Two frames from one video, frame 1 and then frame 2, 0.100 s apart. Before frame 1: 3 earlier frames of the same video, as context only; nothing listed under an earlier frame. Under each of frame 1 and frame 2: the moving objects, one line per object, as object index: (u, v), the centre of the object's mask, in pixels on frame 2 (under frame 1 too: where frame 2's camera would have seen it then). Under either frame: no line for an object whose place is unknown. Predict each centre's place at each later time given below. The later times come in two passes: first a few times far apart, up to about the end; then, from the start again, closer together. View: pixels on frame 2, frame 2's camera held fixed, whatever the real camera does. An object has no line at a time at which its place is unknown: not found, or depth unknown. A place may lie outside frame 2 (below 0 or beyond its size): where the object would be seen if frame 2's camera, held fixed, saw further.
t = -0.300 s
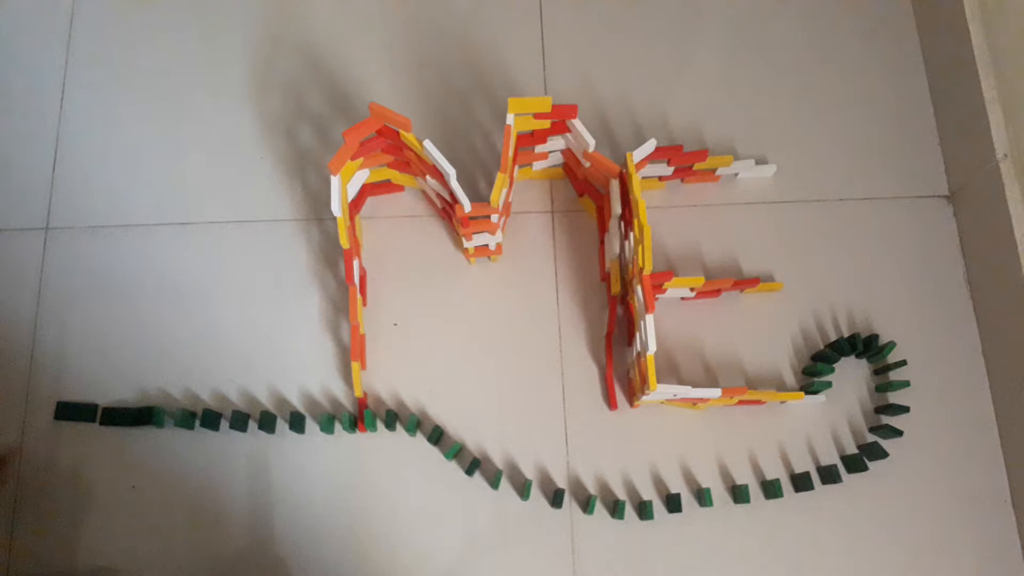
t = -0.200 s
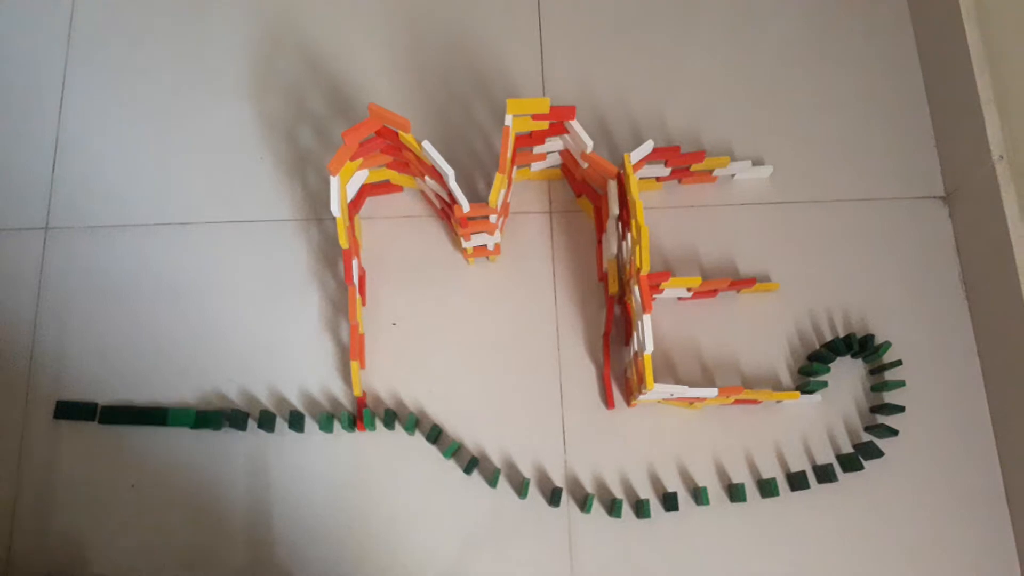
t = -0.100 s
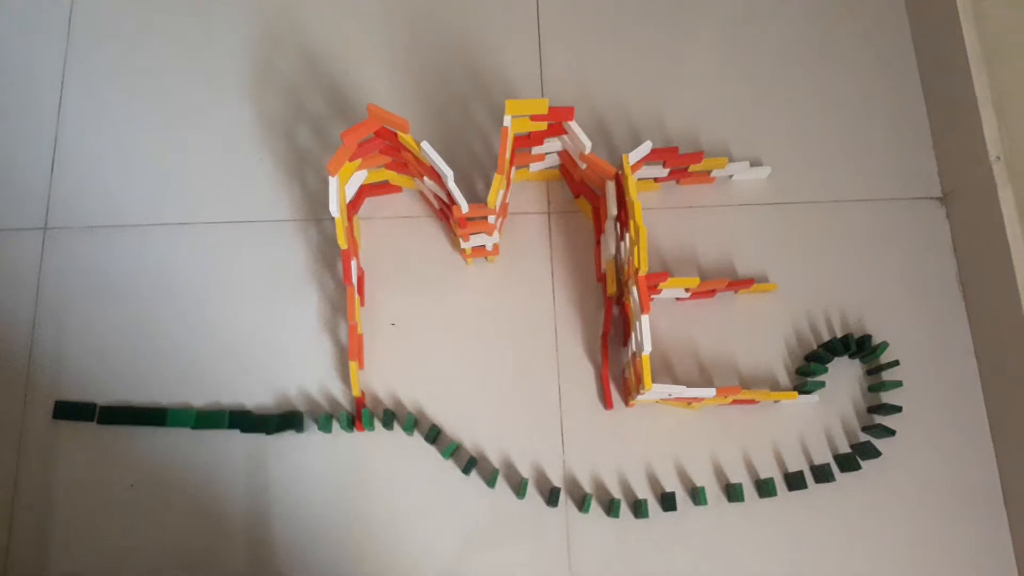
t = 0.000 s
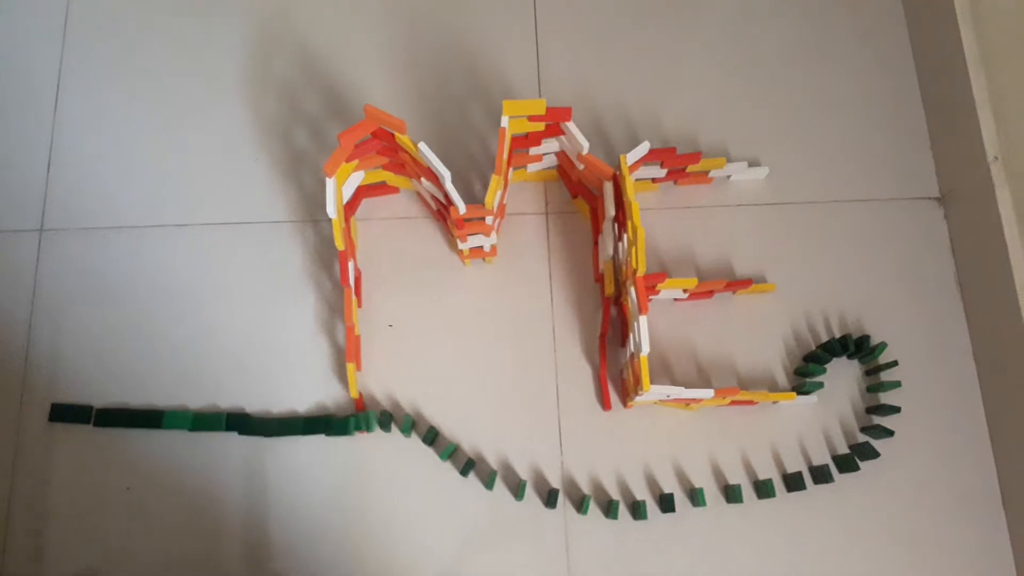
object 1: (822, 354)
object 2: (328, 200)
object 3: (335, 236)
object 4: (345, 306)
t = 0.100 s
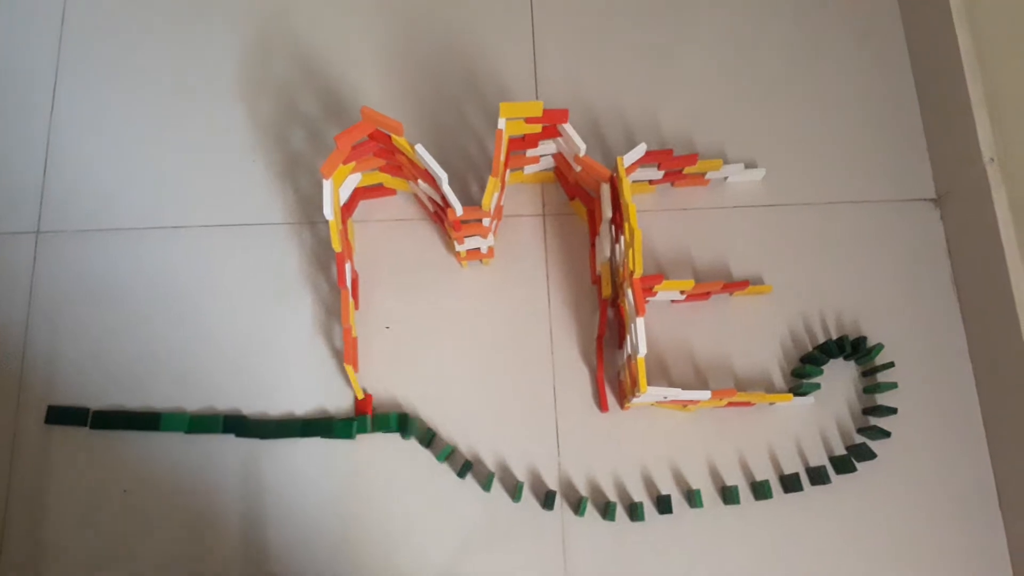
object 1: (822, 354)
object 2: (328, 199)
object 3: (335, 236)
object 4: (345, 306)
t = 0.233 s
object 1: (822, 354)
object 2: (327, 199)
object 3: (335, 236)
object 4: (345, 307)
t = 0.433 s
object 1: (821, 354)
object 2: (328, 200)
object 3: (336, 239)
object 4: (350, 318)
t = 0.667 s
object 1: (822, 354)
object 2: (317, 231)
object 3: (338, 261)
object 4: (378, 330)
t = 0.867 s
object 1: (822, 354)
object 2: (278, 228)
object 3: (322, 295)
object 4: (418, 340)
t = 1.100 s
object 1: (816, 357)
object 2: (273, 226)
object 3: (312, 307)
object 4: (419, 340)
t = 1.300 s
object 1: (802, 360)
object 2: (273, 226)
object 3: (312, 307)
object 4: (419, 341)
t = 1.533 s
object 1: (805, 360)
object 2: (273, 226)
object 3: (312, 307)
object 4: (419, 341)
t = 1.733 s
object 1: (804, 360)
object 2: (273, 226)
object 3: (312, 308)
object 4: (419, 341)
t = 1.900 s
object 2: (273, 226)
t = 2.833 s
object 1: (804, 360)
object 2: (273, 226)
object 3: (312, 308)
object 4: (419, 341)
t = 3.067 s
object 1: (803, 360)
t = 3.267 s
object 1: (803, 360)
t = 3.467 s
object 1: (802, 361)
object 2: (274, 226)
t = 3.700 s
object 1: (802, 361)
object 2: (274, 226)
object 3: (312, 308)
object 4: (419, 341)
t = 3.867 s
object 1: (806, 360)
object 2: (274, 226)
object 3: (312, 308)
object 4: (419, 341)
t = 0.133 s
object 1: (822, 354)
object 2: (328, 200)
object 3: (335, 236)
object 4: (345, 306)
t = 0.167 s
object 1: (822, 354)
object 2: (327, 200)
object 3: (335, 236)
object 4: (345, 307)
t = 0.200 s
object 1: (822, 354)
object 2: (327, 200)
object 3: (335, 236)
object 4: (345, 307)
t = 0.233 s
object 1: (822, 354)
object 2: (327, 199)
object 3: (335, 236)
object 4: (345, 307)
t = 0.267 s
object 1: (822, 354)
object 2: (328, 200)
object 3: (335, 236)
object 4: (345, 308)
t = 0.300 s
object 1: (822, 354)
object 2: (328, 199)
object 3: (335, 236)
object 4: (346, 310)
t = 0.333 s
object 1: (822, 354)
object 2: (328, 199)
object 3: (335, 236)
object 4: (347, 313)
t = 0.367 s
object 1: (822, 354)
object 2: (327, 200)
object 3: (335, 236)
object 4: (347, 315)
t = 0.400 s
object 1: (822, 354)
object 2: (327, 200)
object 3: (335, 237)
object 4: (348, 317)
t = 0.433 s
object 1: (821, 354)
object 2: (328, 200)
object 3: (336, 239)
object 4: (350, 318)
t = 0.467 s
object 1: (822, 354)
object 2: (328, 200)
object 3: (336, 241)
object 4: (350, 321)
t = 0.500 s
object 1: (822, 354)
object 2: (328, 201)
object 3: (336, 243)
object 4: (354, 322)
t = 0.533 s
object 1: (822, 354)
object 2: (328, 203)
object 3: (337, 247)
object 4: (356, 324)
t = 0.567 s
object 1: (822, 354)
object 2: (327, 208)
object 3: (338, 252)
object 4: (359, 325)
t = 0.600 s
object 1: (821, 354)
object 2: (325, 214)
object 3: (338, 255)
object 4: (365, 326)
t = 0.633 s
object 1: (821, 354)
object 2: (320, 223)
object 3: (338, 257)
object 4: (374, 328)
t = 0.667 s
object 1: (822, 354)
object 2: (317, 231)
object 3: (338, 261)
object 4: (378, 330)
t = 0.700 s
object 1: (822, 354)
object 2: (311, 245)
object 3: (337, 267)
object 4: (385, 331)
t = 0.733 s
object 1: (822, 354)
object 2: (306, 241)
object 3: (333, 271)
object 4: (393, 337)
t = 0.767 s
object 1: (822, 354)
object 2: (296, 236)
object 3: (329, 274)
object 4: (403, 338)
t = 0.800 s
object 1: (821, 354)
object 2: (288, 230)
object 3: (324, 282)
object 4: (411, 339)
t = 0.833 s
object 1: (821, 354)
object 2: (283, 230)
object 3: (323, 290)
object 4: (415, 340)
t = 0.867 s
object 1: (822, 354)
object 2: (278, 228)
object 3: (322, 295)
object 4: (418, 340)
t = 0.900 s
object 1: (822, 354)
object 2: (275, 227)
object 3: (319, 299)
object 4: (419, 340)
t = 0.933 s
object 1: (822, 354)
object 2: (273, 226)
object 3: (315, 302)
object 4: (419, 340)
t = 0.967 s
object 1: (822, 354)
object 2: (273, 226)
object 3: (312, 305)
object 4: (419, 340)
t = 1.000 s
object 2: (273, 225)
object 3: (311, 307)
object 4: (419, 340)
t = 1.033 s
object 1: (820, 355)
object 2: (273, 226)
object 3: (311, 307)
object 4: (419, 340)
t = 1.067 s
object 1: (815, 359)
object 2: (273, 225)
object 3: (312, 307)
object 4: (419, 340)
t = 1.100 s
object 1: (816, 357)
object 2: (273, 226)
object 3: (312, 307)
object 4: (419, 340)
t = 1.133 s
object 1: (814, 358)
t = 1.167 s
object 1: (812, 359)
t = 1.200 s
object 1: (809, 359)
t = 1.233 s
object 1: (804, 360)
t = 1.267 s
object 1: (803, 360)
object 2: (273, 225)
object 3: (312, 307)
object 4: (419, 340)
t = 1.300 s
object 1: (802, 360)
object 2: (273, 226)
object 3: (312, 307)
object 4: (419, 341)
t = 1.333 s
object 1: (803, 360)
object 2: (273, 226)
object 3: (312, 307)
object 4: (419, 340)
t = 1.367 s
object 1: (804, 360)
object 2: (273, 226)
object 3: (313, 307)
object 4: (419, 341)
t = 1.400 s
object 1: (804, 360)
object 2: (273, 226)
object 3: (312, 307)
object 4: (419, 341)
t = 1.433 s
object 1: (804, 360)
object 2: (273, 226)
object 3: (312, 307)
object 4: (419, 341)
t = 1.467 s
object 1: (805, 360)
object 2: (273, 226)
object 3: (312, 307)
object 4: (419, 341)
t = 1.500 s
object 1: (805, 360)
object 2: (273, 226)
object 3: (312, 307)
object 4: (419, 341)
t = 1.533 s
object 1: (805, 360)
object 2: (273, 226)
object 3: (312, 307)
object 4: (419, 341)
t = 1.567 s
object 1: (806, 360)
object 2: (273, 226)
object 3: (312, 307)
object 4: (419, 341)
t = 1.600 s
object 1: (806, 360)
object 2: (273, 226)
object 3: (312, 308)
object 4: (419, 341)
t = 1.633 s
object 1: (806, 360)
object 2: (273, 226)
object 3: (312, 308)
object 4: (419, 341)
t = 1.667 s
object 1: (805, 360)
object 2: (273, 226)
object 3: (312, 308)
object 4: (419, 341)
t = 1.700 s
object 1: (804, 360)
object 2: (273, 226)
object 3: (312, 308)
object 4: (419, 341)
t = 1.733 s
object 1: (804, 360)
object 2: (273, 226)
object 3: (312, 308)
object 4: (419, 341)
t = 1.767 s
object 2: (273, 226)
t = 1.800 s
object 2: (273, 226)
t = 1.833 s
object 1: (804, 360)
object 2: (273, 226)
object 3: (311, 308)
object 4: (419, 341)
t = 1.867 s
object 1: (804, 360)
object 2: (273, 226)
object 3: (311, 308)
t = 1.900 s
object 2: (273, 226)
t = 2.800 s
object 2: (273, 226)
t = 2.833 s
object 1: (804, 360)
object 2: (273, 226)
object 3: (312, 308)
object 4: (419, 341)
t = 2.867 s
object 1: (804, 360)
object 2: (273, 226)
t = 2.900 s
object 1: (804, 360)
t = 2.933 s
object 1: (804, 360)
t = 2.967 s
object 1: (804, 360)
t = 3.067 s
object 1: (803, 360)
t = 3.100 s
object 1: (803, 360)
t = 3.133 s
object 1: (803, 360)
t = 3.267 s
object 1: (803, 360)
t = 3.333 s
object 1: (803, 360)
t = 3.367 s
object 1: (803, 361)
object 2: (273, 226)
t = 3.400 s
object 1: (803, 360)
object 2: (273, 226)
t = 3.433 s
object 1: (802, 361)
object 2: (274, 226)
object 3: (312, 308)
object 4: (419, 341)
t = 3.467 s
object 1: (802, 361)
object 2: (274, 226)
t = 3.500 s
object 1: (802, 361)
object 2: (274, 226)
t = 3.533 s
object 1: (802, 361)
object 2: (274, 226)
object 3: (312, 308)
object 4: (419, 341)
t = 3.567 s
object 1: (803, 360)
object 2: (274, 226)
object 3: (312, 308)
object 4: (419, 341)
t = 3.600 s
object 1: (803, 360)
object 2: (274, 226)
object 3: (312, 308)
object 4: (419, 341)
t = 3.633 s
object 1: (803, 360)
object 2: (274, 226)
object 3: (312, 308)
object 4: (419, 341)
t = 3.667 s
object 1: (803, 360)
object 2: (274, 226)
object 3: (312, 308)
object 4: (419, 341)
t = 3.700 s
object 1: (802, 361)
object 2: (274, 226)
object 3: (312, 308)
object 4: (419, 341)
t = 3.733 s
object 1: (803, 361)
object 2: (274, 226)
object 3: (312, 308)
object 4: (419, 341)
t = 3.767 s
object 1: (805, 360)
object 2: (274, 226)
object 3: (312, 308)
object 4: (419, 341)
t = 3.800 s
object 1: (805, 360)
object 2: (274, 226)
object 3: (312, 309)
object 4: (419, 341)
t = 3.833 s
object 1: (805, 360)
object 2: (274, 226)
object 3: (312, 308)
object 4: (419, 341)
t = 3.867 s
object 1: (806, 360)
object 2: (274, 226)
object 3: (312, 308)
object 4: (419, 341)
